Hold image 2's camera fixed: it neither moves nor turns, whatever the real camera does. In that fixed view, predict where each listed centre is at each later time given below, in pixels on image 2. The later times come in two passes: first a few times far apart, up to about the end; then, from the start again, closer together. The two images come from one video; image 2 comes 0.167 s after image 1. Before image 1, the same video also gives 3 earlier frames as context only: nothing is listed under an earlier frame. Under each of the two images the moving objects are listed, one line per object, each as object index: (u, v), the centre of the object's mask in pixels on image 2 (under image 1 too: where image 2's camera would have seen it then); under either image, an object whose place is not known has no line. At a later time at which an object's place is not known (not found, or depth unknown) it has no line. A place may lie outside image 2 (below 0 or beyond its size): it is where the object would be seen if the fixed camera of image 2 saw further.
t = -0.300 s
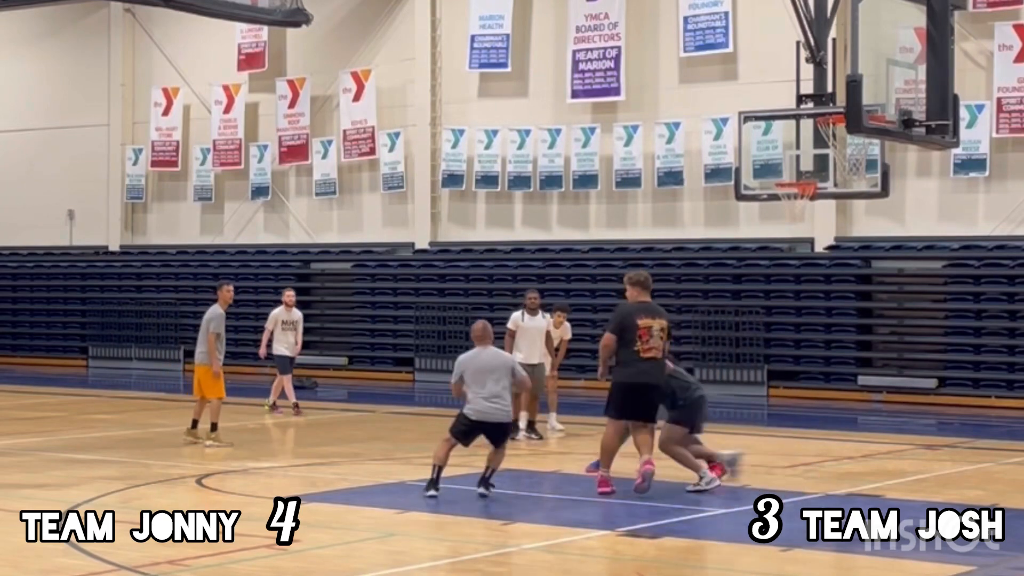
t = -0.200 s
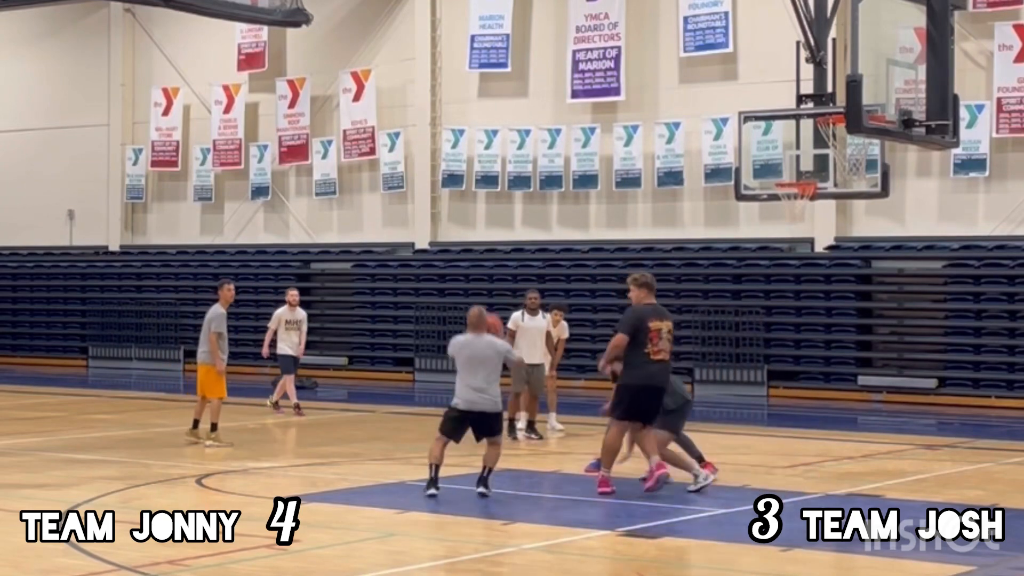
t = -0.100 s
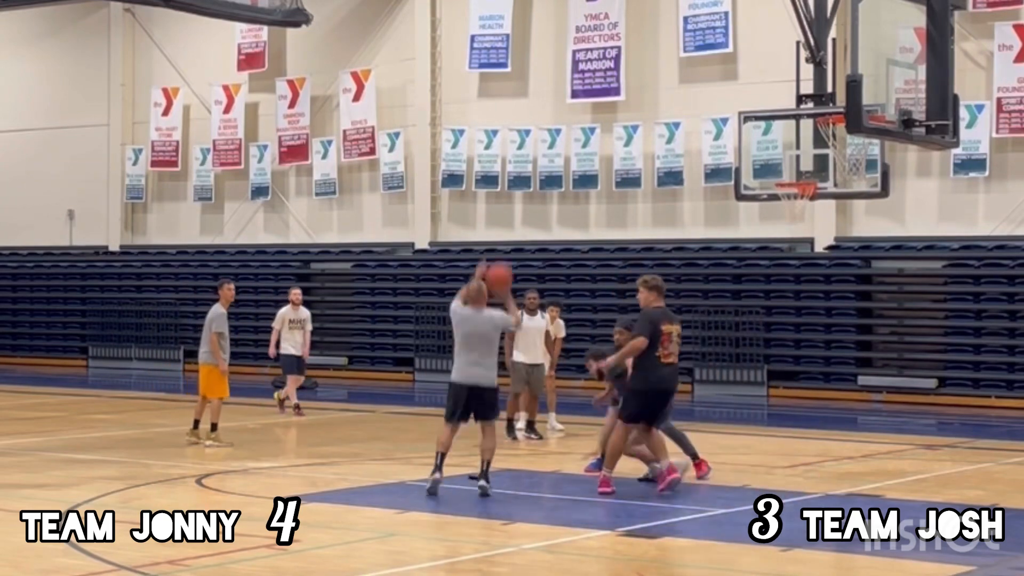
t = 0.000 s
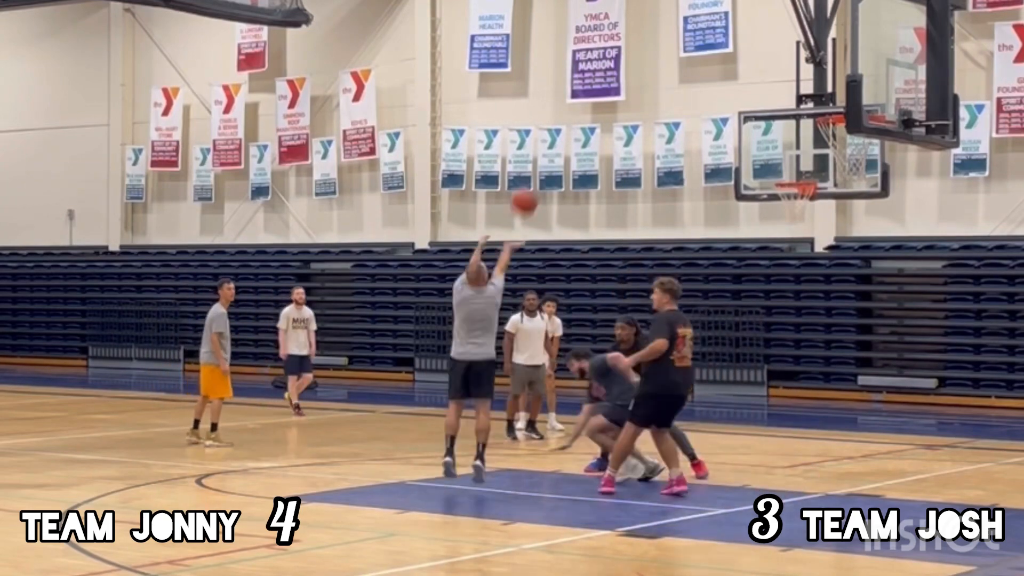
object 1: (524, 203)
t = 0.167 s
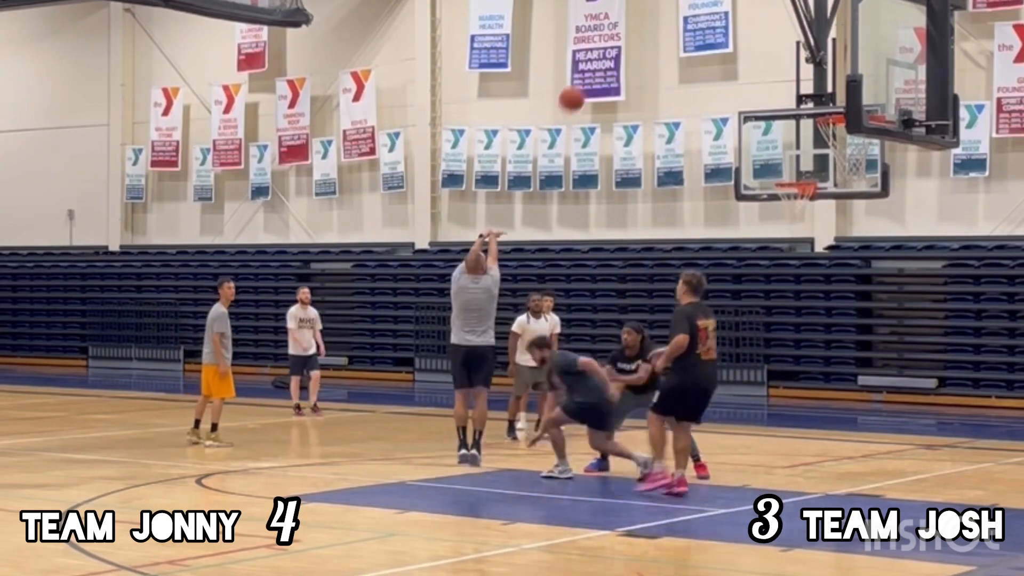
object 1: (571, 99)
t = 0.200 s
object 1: (580, 84)
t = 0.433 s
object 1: (637, 10)
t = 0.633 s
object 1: (680, 2)
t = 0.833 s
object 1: (718, 13)
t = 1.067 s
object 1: (757, 76)
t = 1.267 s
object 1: (786, 160)
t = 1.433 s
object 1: (799, 206)
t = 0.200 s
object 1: (580, 84)
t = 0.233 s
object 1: (589, 69)
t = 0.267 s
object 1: (598, 56)
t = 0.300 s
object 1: (606, 44)
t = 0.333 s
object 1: (614, 33)
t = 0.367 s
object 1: (623, 23)
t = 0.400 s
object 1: (630, 16)
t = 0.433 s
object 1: (637, 10)
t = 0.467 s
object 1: (645, 7)
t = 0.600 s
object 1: (673, 2)
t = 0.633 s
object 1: (680, 2)
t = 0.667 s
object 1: (686, 2)
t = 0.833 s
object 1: (718, 13)
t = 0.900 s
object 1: (730, 27)
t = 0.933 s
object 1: (735, 35)
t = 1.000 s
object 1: (746, 54)
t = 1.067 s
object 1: (757, 76)
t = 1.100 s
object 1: (762, 88)
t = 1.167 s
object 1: (772, 114)
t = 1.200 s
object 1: (777, 129)
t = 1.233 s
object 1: (782, 144)
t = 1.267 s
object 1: (786, 160)
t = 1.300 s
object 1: (791, 176)
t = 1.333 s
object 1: (795, 193)
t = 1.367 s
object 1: (797, 200)
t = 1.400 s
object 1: (797, 202)
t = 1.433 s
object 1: (799, 206)
